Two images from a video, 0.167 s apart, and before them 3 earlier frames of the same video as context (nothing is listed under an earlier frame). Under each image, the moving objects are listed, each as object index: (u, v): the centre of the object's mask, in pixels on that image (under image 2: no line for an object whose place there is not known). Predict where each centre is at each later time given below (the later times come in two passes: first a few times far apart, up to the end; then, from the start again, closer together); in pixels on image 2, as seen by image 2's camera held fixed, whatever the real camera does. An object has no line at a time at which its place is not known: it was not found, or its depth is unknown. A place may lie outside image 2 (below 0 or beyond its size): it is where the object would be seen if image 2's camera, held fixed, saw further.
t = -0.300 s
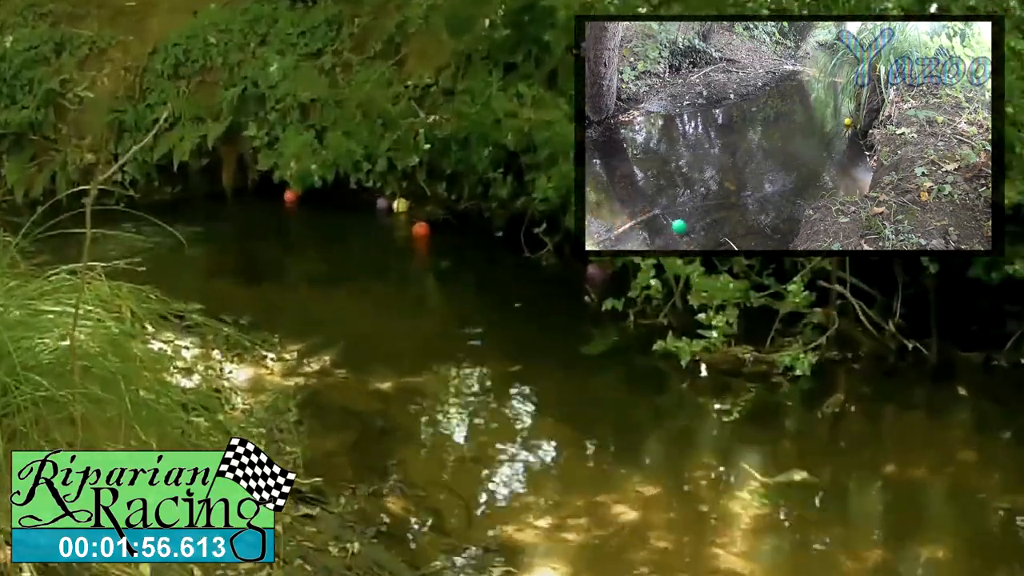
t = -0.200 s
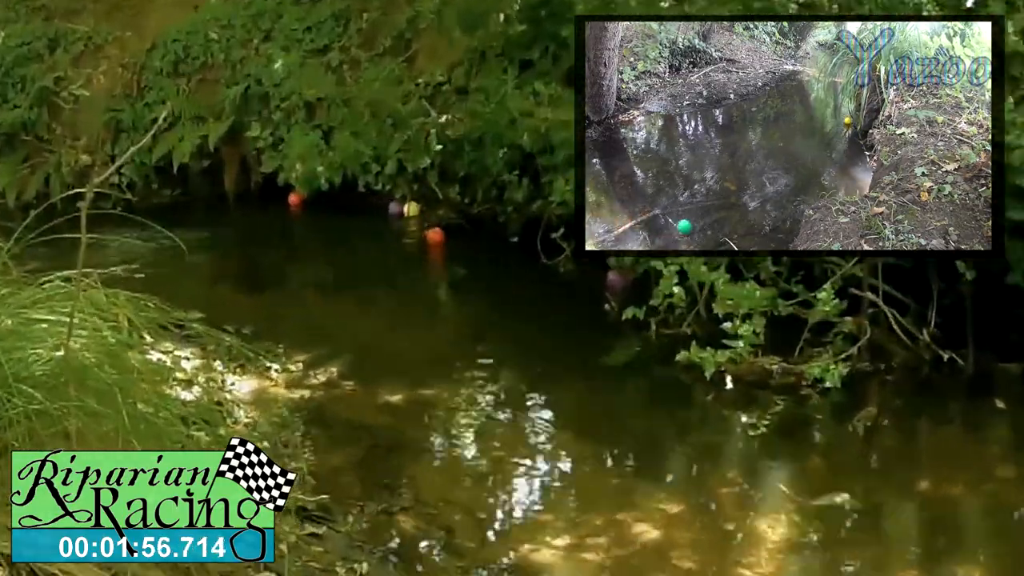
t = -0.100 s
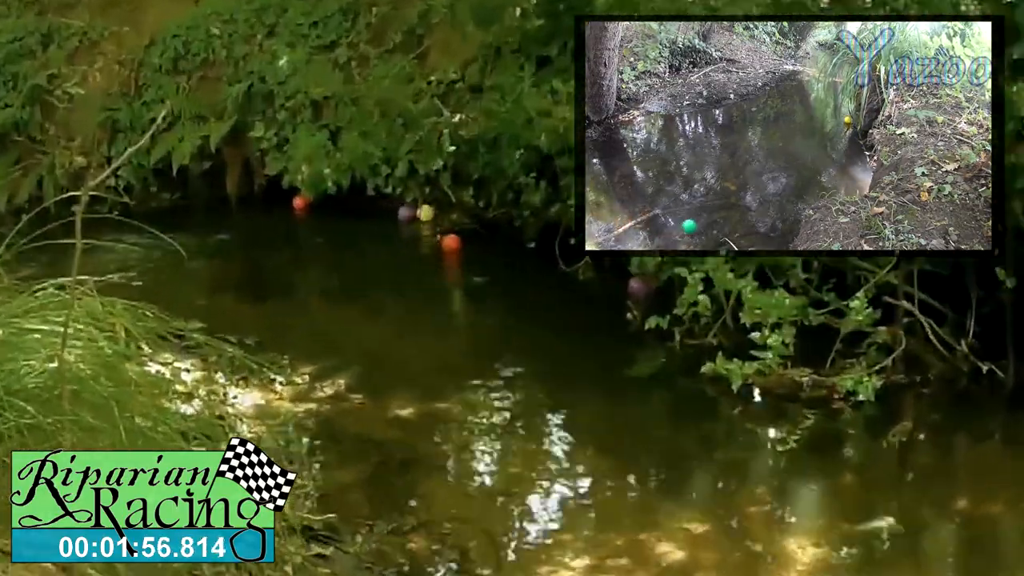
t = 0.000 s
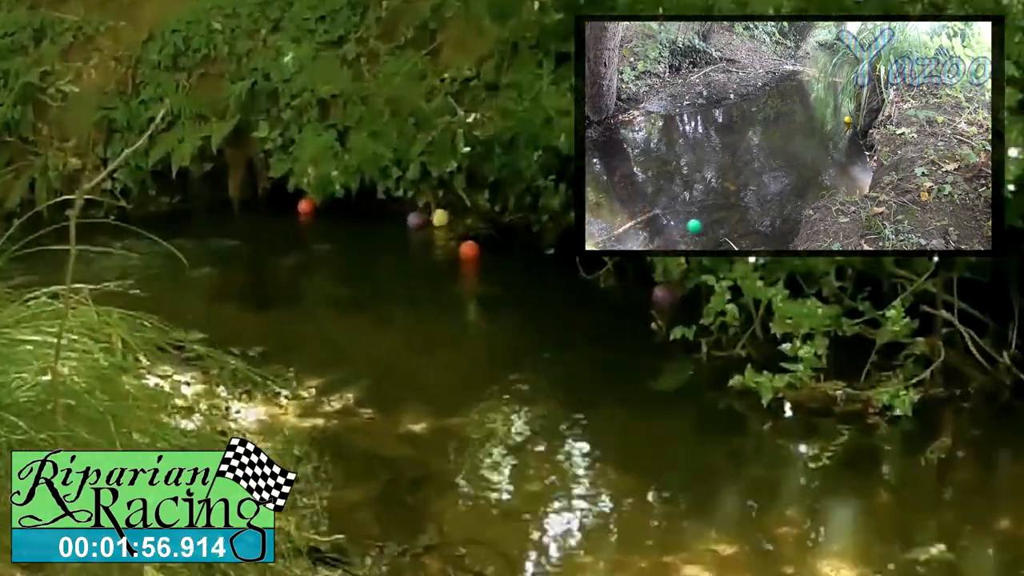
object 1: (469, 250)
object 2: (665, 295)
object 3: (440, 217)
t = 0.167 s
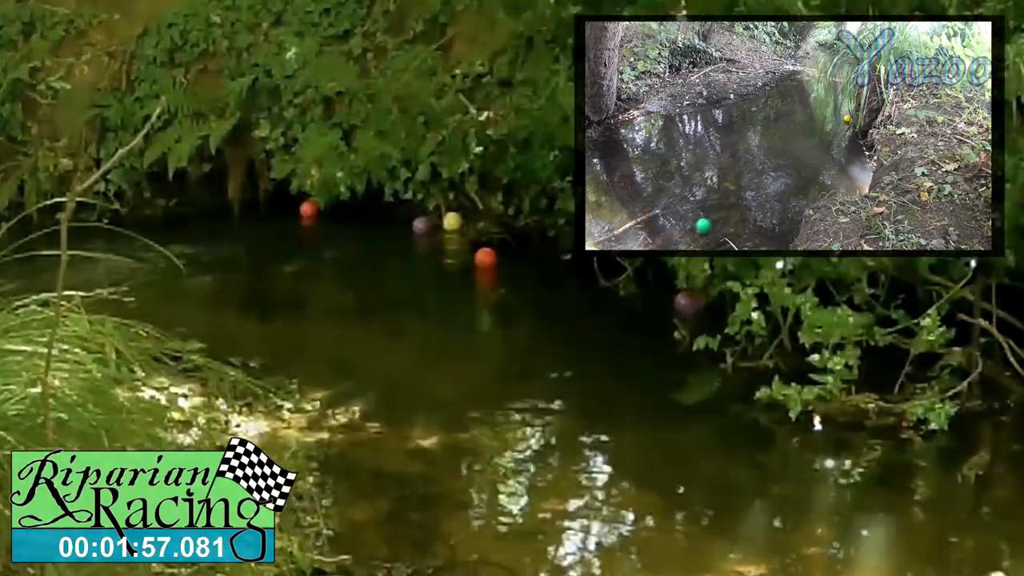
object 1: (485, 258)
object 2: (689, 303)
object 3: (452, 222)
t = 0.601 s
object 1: (495, 262)
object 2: (688, 303)
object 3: (448, 219)
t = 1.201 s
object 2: (680, 303)
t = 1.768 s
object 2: (674, 303)
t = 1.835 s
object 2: (674, 304)
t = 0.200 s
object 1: (486, 258)
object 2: (689, 303)
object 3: (452, 222)
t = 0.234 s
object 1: (487, 258)
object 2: (689, 302)
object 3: (452, 221)
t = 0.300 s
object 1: (488, 259)
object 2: (689, 302)
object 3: (451, 221)
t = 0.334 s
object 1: (489, 259)
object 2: (689, 302)
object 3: (451, 221)
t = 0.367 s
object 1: (489, 260)
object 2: (689, 302)
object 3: (450, 220)
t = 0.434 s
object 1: (490, 260)
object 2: (689, 302)
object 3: (450, 220)
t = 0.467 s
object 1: (492, 260)
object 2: (688, 303)
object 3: (450, 219)
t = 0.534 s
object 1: (493, 261)
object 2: (688, 303)
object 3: (449, 219)
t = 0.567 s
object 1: (494, 261)
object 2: (688, 303)
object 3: (449, 219)
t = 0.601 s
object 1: (495, 262)
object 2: (688, 303)
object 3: (448, 219)
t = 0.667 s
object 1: (496, 262)
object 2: (688, 303)
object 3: (448, 219)
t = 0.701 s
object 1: (497, 262)
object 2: (687, 303)
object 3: (448, 218)
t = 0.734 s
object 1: (498, 262)
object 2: (687, 303)
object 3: (447, 218)
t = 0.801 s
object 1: (499, 263)
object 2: (686, 303)
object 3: (447, 218)
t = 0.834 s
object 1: (500, 263)
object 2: (686, 303)
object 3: (446, 218)
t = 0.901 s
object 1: (502, 263)
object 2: (685, 303)
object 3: (445, 218)
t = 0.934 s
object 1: (504, 263)
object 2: (685, 303)
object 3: (445, 217)
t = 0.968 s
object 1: (504, 264)
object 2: (685, 303)
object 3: (445, 217)
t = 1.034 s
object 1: (507, 264)
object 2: (681, 303)
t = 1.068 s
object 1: (508, 264)
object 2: (681, 303)
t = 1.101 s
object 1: (510, 265)
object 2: (681, 303)
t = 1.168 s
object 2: (680, 303)
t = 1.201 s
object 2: (680, 303)
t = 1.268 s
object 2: (678, 303)
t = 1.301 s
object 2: (678, 303)
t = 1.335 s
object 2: (678, 303)
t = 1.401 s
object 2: (677, 303)
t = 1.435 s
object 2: (677, 303)
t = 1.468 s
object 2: (677, 303)
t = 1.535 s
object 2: (676, 302)
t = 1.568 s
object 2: (676, 302)
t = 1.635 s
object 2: (675, 302)
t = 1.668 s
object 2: (675, 303)
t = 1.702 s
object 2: (675, 303)
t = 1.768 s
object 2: (674, 303)
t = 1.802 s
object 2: (674, 303)
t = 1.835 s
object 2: (674, 304)
